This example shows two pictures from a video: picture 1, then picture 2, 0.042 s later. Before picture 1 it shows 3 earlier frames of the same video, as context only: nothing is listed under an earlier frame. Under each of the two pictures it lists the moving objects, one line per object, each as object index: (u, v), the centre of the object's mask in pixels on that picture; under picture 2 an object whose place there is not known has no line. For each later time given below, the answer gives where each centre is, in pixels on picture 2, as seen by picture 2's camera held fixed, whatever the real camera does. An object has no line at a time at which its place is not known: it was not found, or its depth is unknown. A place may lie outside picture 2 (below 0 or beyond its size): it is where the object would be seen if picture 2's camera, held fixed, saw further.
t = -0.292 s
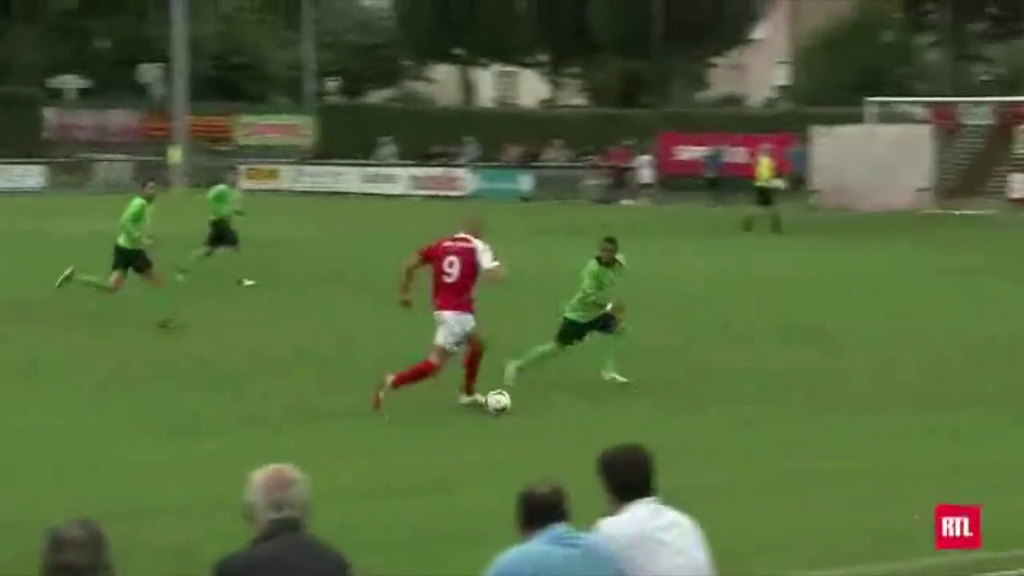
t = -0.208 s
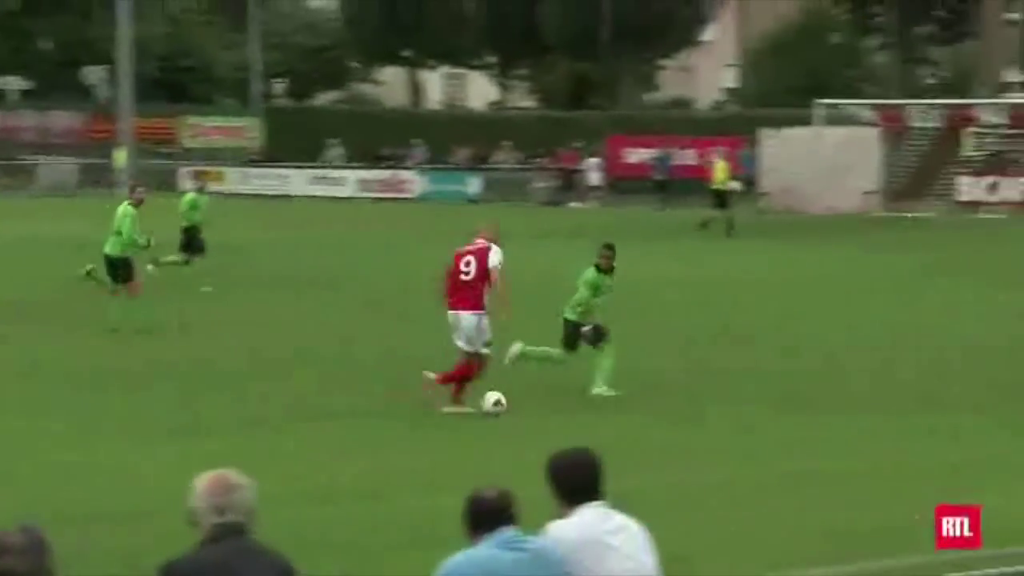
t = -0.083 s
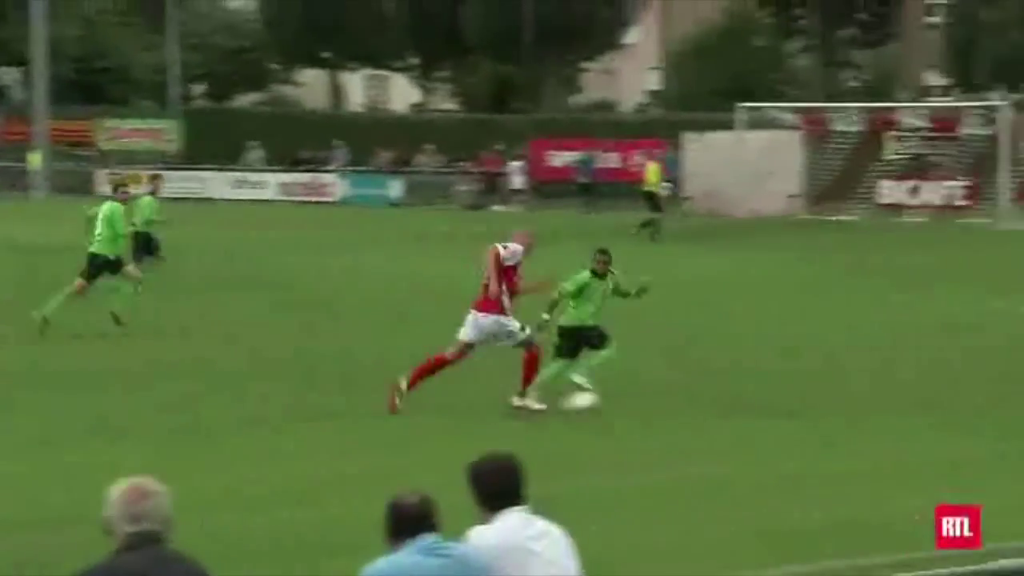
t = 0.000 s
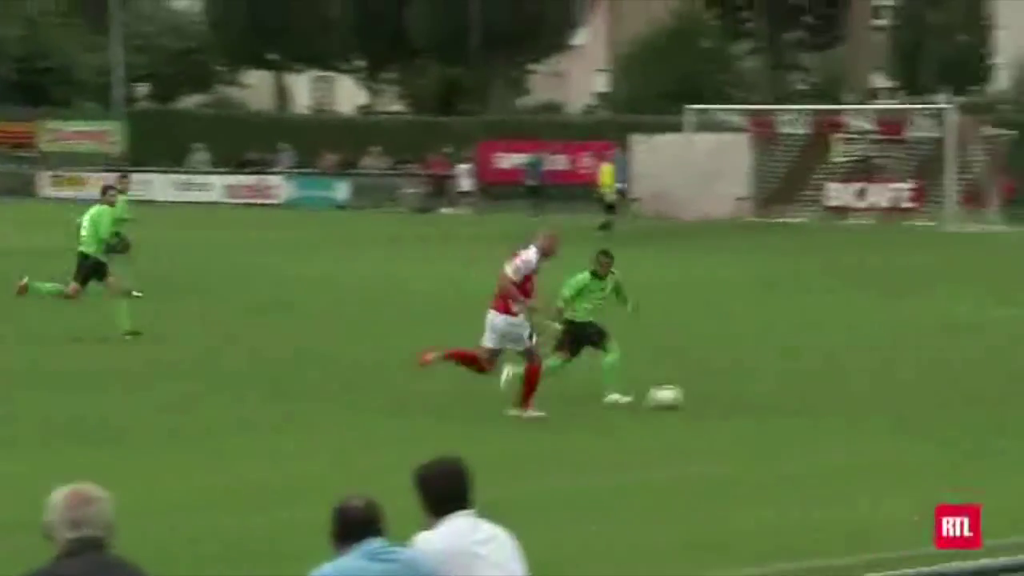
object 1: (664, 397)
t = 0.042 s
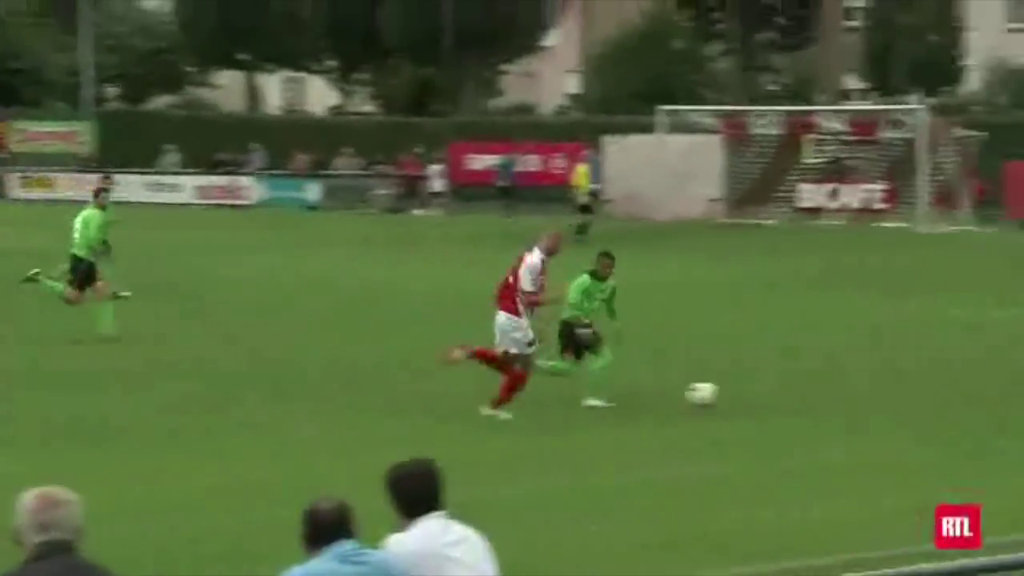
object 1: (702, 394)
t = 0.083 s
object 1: (761, 393)
